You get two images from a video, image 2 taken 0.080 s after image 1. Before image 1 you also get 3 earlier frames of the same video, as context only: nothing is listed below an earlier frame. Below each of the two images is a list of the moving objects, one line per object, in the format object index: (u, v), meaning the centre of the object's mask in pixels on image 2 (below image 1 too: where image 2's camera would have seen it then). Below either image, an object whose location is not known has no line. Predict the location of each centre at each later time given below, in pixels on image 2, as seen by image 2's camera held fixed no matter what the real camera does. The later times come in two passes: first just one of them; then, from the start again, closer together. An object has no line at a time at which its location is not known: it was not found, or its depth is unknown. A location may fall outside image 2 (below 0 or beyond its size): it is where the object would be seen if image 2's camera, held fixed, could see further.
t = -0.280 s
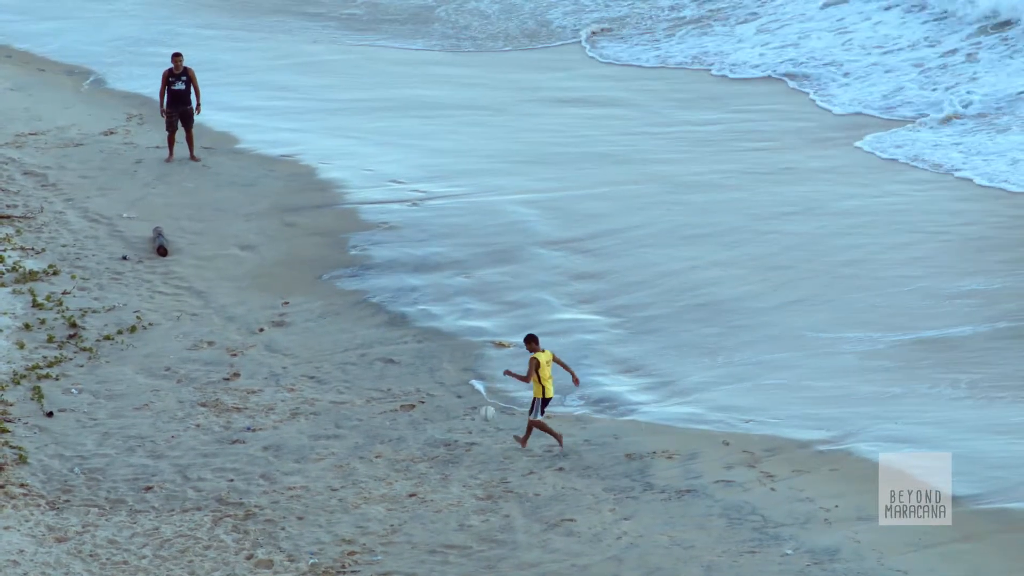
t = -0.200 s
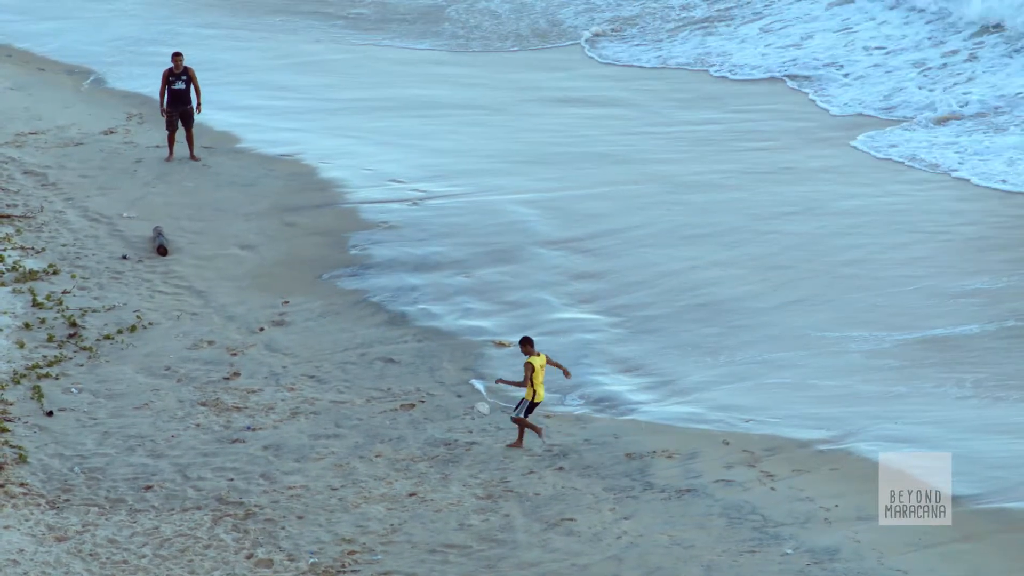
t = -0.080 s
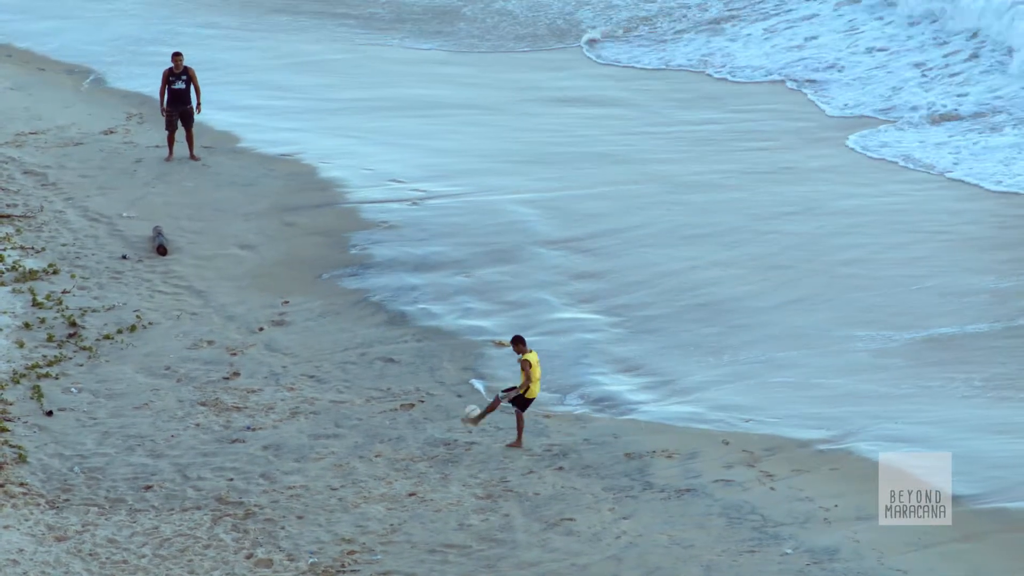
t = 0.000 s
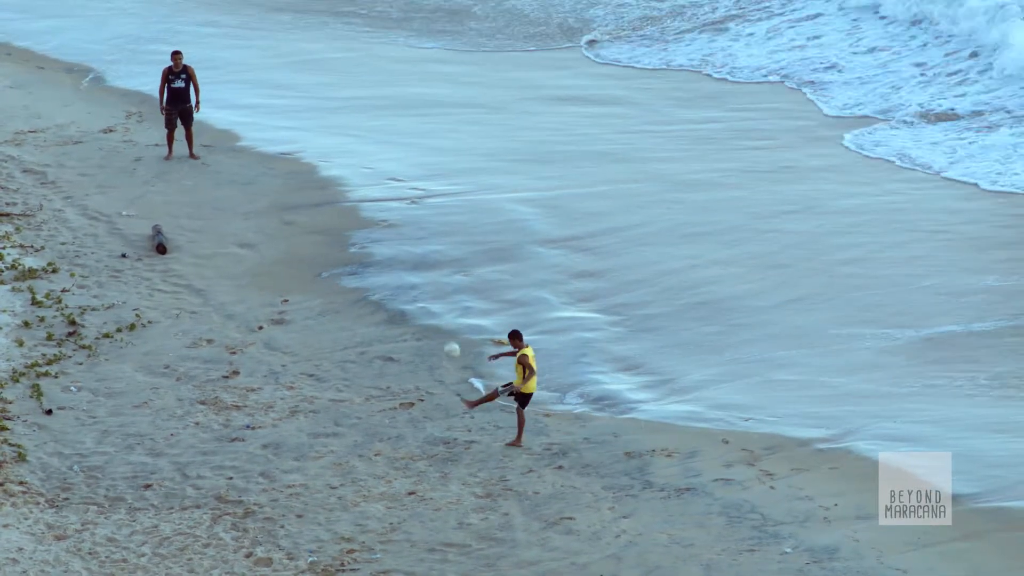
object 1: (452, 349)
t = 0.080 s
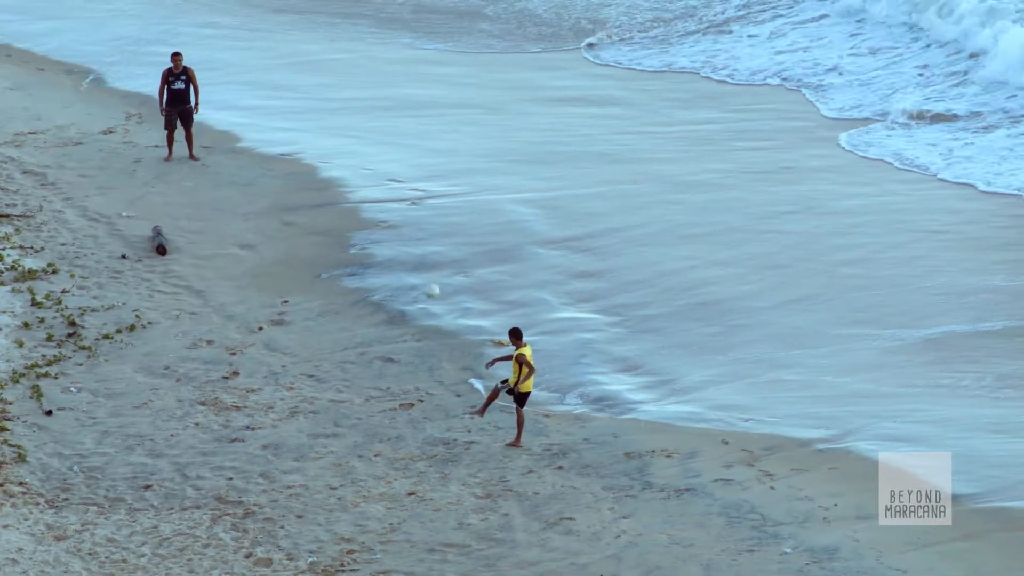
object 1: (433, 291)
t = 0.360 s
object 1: (369, 121)
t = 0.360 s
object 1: (369, 121)
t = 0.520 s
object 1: (339, 50)
